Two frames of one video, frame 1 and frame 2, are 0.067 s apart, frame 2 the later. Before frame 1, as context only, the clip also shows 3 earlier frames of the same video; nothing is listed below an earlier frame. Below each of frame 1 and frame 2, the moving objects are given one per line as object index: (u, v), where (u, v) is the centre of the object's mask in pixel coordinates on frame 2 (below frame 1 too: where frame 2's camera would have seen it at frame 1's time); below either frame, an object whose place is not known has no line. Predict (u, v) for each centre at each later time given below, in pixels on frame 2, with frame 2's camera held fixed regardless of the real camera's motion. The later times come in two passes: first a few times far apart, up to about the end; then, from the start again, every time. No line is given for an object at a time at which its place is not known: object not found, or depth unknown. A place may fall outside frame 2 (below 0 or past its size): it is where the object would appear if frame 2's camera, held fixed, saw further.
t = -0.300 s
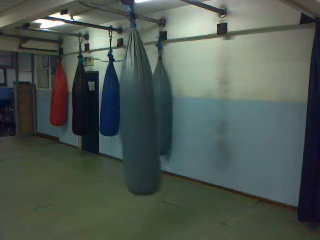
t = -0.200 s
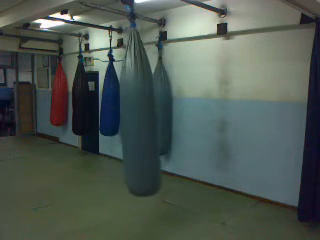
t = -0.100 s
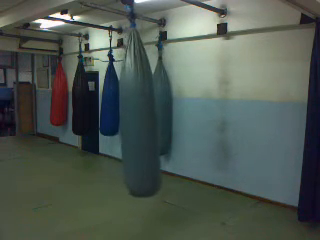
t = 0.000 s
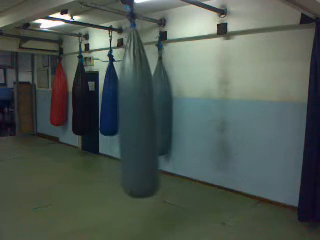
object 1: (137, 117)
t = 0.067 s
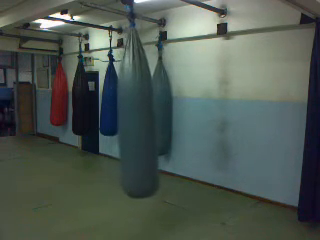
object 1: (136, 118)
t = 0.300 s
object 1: (131, 118)
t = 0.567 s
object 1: (126, 117)
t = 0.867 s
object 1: (121, 115)
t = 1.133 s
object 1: (120, 114)
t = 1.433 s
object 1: (124, 114)
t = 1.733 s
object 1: (130, 113)
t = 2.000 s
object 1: (135, 114)
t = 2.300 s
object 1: (138, 115)
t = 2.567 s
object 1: (137, 116)
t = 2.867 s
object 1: (131, 117)
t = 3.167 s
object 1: (125, 118)
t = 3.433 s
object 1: (121, 115)
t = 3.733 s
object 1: (120, 114)
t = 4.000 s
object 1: (125, 113)
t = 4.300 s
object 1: (130, 114)
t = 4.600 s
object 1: (136, 115)
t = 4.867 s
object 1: (138, 116)
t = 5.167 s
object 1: (138, 117)
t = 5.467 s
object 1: (132, 117)
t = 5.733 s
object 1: (127, 116)
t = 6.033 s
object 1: (122, 115)
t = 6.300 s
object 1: (120, 114)
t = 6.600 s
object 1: (123, 114)
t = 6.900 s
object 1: (129, 114)
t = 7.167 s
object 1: (135, 114)
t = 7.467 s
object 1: (138, 116)
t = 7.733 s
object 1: (138, 117)
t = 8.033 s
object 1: (133, 117)
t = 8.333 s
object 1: (126, 117)
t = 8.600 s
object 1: (121, 115)
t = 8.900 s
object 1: (120, 114)
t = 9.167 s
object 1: (123, 114)
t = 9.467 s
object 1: (129, 114)
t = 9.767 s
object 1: (135, 115)
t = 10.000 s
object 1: (138, 116)
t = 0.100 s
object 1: (136, 117)
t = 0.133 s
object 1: (135, 117)
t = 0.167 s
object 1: (134, 118)
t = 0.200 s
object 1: (133, 118)
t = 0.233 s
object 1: (133, 118)
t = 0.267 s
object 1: (132, 118)
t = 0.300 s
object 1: (131, 118)
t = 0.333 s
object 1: (130, 118)
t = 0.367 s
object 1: (130, 118)
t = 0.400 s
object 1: (129, 118)
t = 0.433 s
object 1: (129, 117)
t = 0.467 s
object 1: (128, 118)
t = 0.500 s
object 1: (127, 118)
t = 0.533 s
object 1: (127, 117)
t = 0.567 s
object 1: (126, 117)
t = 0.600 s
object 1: (125, 117)
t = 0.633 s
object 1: (124, 117)
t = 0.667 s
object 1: (124, 116)
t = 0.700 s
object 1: (123, 116)
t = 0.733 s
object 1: (123, 116)
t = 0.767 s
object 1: (123, 116)
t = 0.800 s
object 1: (122, 116)
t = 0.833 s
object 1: (122, 115)
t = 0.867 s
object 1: (121, 115)
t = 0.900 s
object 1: (121, 115)
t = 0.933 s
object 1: (121, 114)
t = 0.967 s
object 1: (121, 114)
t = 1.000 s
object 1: (121, 114)
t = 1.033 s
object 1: (120, 114)
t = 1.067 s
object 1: (120, 114)
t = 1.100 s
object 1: (120, 114)
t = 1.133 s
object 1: (120, 114)
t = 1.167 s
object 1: (121, 113)
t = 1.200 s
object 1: (121, 113)
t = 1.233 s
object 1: (121, 113)
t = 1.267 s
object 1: (122, 113)
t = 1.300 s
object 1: (123, 113)
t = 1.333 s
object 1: (123, 113)
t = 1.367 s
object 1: (123, 113)
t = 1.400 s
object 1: (124, 113)
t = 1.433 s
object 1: (124, 114)
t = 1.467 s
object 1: (125, 113)
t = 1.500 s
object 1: (126, 112)
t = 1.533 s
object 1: (127, 112)
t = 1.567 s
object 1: (127, 112)
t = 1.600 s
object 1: (128, 112)
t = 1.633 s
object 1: (128, 113)
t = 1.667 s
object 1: (129, 113)
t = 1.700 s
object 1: (129, 113)
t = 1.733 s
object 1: (130, 113)
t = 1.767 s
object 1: (131, 113)
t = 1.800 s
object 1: (132, 114)
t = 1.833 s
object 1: (132, 113)
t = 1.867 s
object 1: (133, 113)
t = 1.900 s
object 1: (134, 114)
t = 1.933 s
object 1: (134, 113)
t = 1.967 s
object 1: (135, 114)
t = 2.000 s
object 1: (135, 114)
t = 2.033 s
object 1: (136, 115)
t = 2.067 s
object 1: (136, 114)
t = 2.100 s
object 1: (137, 114)
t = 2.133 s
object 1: (137, 115)
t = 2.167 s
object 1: (138, 115)
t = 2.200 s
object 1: (138, 115)
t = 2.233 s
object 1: (138, 115)
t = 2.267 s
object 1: (138, 115)
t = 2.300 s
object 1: (138, 115)
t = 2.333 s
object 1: (138, 115)
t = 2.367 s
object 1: (138, 116)
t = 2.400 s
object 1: (138, 116)
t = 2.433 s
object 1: (138, 116)
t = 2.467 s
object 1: (138, 116)
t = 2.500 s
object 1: (138, 117)
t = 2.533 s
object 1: (138, 117)
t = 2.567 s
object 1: (137, 116)
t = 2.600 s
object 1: (136, 117)
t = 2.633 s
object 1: (136, 117)
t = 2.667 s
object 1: (135, 117)
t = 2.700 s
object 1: (135, 117)
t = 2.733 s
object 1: (134, 117)
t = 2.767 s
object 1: (134, 117)
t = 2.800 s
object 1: (133, 117)
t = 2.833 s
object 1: (132, 117)
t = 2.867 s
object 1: (131, 117)
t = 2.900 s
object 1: (130, 117)
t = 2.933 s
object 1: (130, 117)
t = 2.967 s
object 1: (129, 118)
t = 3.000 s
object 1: (129, 117)
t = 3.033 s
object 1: (128, 118)
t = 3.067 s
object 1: (127, 117)
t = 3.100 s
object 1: (127, 118)
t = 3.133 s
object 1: (126, 118)
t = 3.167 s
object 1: (125, 118)
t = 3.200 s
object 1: (124, 117)
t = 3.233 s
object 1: (124, 117)
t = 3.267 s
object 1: (123, 116)
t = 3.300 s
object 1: (123, 115)
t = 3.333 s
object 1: (122, 116)
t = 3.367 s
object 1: (122, 116)
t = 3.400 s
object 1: (121, 115)
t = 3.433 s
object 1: (121, 115)
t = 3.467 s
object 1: (121, 115)
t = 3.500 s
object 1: (120, 115)
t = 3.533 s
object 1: (120, 114)
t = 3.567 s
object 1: (120, 114)
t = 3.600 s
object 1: (120, 114)
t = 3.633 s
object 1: (120, 114)
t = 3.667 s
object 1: (120, 114)
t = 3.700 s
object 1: (120, 114)
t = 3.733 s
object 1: (120, 114)
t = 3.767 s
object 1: (120, 114)
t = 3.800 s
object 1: (121, 114)
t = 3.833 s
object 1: (121, 114)
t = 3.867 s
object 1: (122, 114)
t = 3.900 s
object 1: (122, 113)
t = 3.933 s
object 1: (123, 114)
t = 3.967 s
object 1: (123, 113)
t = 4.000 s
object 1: (125, 113)
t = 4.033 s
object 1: (125, 113)
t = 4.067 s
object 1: (125, 113)
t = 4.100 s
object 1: (126, 114)
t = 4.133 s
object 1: (126, 113)
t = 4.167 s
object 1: (127, 113)
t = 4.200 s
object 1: (128, 114)
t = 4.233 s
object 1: (129, 113)
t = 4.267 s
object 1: (129, 113)
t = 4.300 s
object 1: (130, 114)
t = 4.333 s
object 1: (131, 114)
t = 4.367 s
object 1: (132, 114)
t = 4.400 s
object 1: (132, 114)
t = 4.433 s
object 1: (133, 114)
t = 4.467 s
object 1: (133, 115)
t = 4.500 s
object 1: (134, 115)
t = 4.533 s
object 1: (135, 115)
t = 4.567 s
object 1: (135, 115)
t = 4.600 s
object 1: (136, 115)
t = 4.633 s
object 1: (136, 115)
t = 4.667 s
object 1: (136, 115)
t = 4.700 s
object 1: (137, 115)
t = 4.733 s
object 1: (137, 115)
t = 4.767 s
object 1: (138, 116)
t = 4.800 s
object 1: (138, 116)
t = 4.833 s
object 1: (138, 116)
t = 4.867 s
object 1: (138, 116)
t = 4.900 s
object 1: (138, 116)
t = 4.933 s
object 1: (139, 116)
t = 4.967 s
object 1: (139, 117)
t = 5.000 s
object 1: (139, 117)
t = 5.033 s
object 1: (139, 117)
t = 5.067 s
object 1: (139, 117)
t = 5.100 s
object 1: (138, 116)
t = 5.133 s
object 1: (138, 117)
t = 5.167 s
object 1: (138, 117)
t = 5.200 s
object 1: (138, 117)
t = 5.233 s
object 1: (137, 117)
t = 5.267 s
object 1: (137, 117)
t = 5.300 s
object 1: (136, 117)
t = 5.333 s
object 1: (135, 117)
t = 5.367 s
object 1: (134, 117)
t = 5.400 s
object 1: (134, 117)
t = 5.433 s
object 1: (133, 117)
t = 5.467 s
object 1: (132, 117)
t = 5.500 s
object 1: (132, 117)
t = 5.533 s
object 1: (131, 117)
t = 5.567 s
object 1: (130, 117)
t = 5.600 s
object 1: (130, 117)
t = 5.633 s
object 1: (129, 117)
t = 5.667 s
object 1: (128, 116)
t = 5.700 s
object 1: (128, 117)
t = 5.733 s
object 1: (127, 116)
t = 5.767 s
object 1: (126, 117)
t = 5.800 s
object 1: (126, 117)
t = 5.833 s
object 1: (125, 116)
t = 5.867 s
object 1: (124, 116)
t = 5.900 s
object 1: (124, 115)
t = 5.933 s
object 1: (123, 115)
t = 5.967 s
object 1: (122, 115)
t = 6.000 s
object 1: (122, 115)
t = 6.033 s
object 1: (122, 115)
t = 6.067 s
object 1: (121, 114)
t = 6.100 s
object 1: (121, 114)
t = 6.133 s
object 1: (120, 114)
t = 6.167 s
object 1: (120, 114)
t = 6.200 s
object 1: (120, 115)
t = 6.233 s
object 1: (120, 114)
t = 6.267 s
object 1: (120, 114)
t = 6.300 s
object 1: (120, 114)
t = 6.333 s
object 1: (120, 114)
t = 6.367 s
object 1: (120, 114)
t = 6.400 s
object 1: (120, 114)
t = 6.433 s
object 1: (120, 114)
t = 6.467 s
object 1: (121, 114)
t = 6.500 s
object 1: (121, 113)
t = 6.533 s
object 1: (122, 114)
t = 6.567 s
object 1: (123, 114)
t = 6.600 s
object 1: (123, 114)
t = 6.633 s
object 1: (124, 114)
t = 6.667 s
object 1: (125, 114)
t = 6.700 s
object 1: (125, 113)
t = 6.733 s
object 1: (126, 114)
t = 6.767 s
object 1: (126, 114)
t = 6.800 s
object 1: (127, 113)
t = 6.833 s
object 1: (128, 114)
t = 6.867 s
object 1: (129, 114)
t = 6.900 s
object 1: (129, 114)
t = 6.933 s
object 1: (130, 114)
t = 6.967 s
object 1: (131, 114)
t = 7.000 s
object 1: (131, 114)
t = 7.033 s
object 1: (132, 114)
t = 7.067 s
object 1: (133, 115)
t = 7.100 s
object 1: (134, 115)
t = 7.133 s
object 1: (134, 115)
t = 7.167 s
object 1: (135, 114)
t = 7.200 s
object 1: (136, 115)
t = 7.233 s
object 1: (136, 115)
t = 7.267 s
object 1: (137, 115)
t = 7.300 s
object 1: (137, 115)
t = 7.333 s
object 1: (137, 115)
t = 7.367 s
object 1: (138, 116)
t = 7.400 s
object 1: (138, 116)
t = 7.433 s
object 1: (138, 116)
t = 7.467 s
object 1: (138, 116)
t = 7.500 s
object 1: (138, 116)
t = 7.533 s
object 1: (138, 117)
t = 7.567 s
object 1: (138, 117)
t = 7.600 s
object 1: (139, 117)
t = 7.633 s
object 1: (139, 117)
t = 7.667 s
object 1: (139, 117)
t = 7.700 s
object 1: (139, 117)
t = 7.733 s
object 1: (138, 117)
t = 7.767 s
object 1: (138, 117)
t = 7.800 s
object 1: (138, 117)
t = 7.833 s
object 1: (137, 117)
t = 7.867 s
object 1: (137, 117)
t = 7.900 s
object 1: (136, 117)
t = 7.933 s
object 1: (136, 116)
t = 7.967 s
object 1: (134, 117)
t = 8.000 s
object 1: (133, 117)
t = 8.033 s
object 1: (133, 117)
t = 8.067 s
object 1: (132, 117)
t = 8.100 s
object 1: (131, 117)
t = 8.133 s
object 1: (130, 117)
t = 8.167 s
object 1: (130, 117)
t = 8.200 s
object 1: (129, 117)
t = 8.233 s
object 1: (128, 116)
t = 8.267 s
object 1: (128, 116)
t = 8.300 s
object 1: (126, 116)
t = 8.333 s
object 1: (126, 117)
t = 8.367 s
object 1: (125, 116)
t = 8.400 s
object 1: (125, 115)
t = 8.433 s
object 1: (124, 116)
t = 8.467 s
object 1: (123, 115)
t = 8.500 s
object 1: (123, 116)
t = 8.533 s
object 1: (122, 115)
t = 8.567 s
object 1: (121, 115)
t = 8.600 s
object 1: (121, 115)
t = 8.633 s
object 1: (120, 115)
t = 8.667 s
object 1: (120, 115)
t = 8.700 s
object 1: (120, 115)
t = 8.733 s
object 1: (120, 114)
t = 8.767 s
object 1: (120, 114)
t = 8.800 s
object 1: (120, 114)
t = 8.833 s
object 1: (120, 114)
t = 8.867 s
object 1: (120, 114)
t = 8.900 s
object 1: (120, 114)
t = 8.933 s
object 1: (120, 114)
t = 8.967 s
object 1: (120, 114)
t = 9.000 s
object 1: (120, 114)
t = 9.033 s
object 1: (121, 114)
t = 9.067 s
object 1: (120, 114)
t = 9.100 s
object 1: (121, 113)
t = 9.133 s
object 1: (122, 114)
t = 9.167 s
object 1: (123, 114)
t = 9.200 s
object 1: (123, 114)
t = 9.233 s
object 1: (123, 114)
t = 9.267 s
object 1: (124, 114)
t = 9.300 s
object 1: (125, 114)
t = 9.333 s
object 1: (126, 113)
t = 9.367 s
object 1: (127, 113)
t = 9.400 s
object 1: (127, 113)
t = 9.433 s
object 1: (128, 114)
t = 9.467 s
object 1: (129, 114)
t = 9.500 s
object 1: (129, 114)
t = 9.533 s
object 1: (131, 113)
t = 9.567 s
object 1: (131, 114)
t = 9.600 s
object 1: (132, 114)
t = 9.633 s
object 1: (133, 115)
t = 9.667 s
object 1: (133, 116)
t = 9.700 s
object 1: (134, 115)
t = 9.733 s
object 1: (135, 115)
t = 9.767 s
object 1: (135, 115)
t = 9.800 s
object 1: (136, 115)
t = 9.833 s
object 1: (137, 115)
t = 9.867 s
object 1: (137, 115)
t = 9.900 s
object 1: (138, 115)
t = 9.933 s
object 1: (138, 116)
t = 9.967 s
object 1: (138, 116)
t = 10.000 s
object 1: (138, 116)
